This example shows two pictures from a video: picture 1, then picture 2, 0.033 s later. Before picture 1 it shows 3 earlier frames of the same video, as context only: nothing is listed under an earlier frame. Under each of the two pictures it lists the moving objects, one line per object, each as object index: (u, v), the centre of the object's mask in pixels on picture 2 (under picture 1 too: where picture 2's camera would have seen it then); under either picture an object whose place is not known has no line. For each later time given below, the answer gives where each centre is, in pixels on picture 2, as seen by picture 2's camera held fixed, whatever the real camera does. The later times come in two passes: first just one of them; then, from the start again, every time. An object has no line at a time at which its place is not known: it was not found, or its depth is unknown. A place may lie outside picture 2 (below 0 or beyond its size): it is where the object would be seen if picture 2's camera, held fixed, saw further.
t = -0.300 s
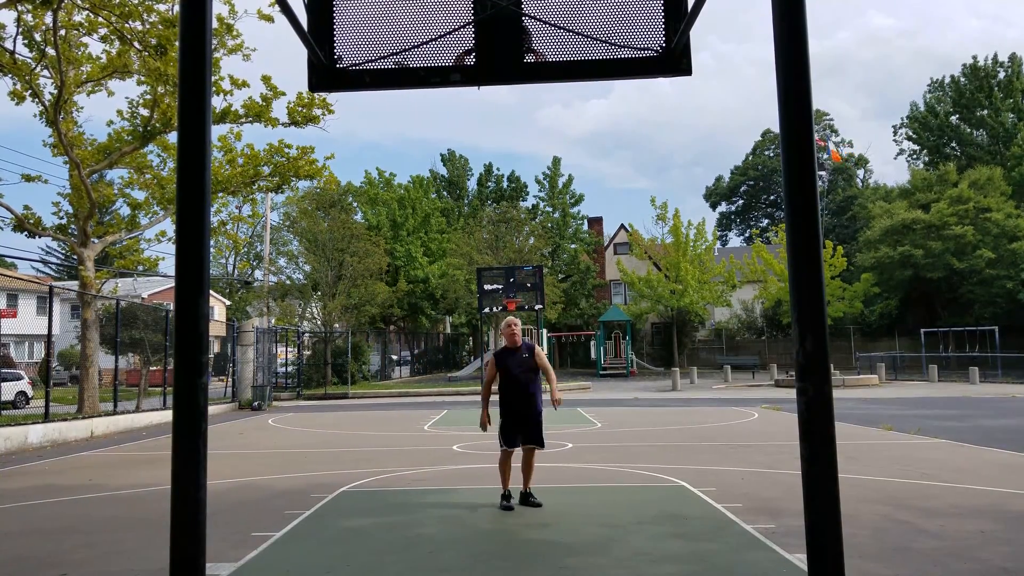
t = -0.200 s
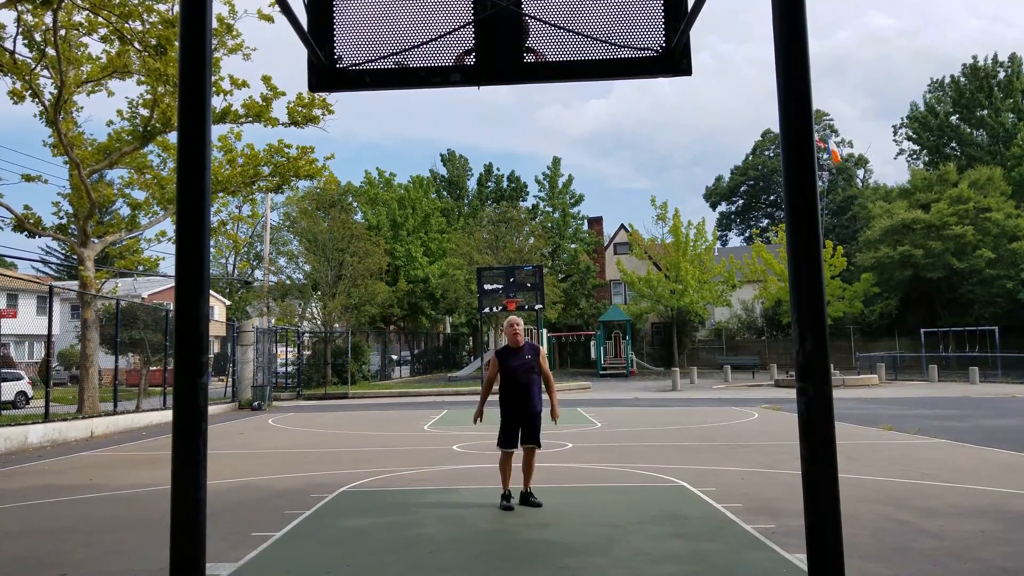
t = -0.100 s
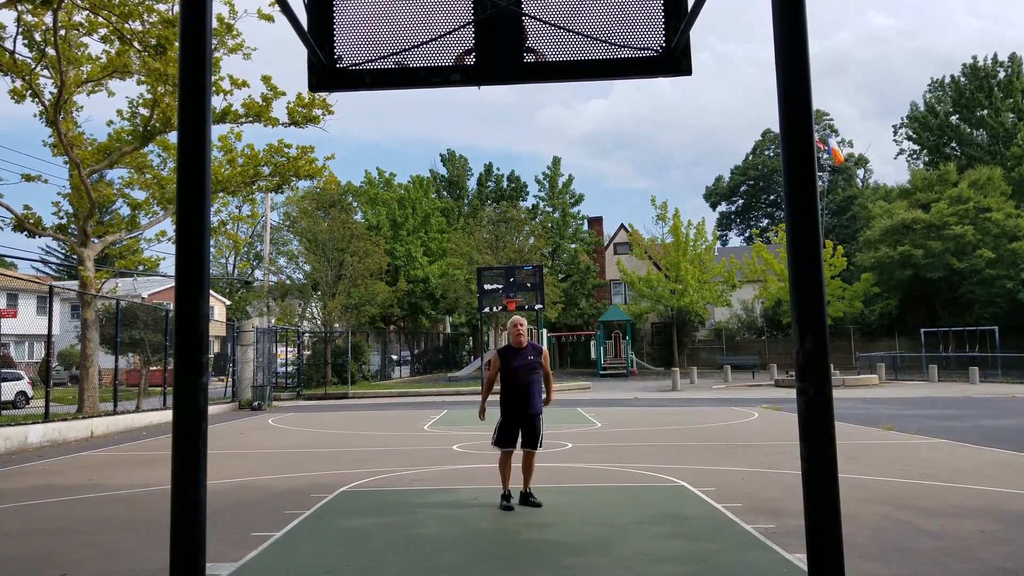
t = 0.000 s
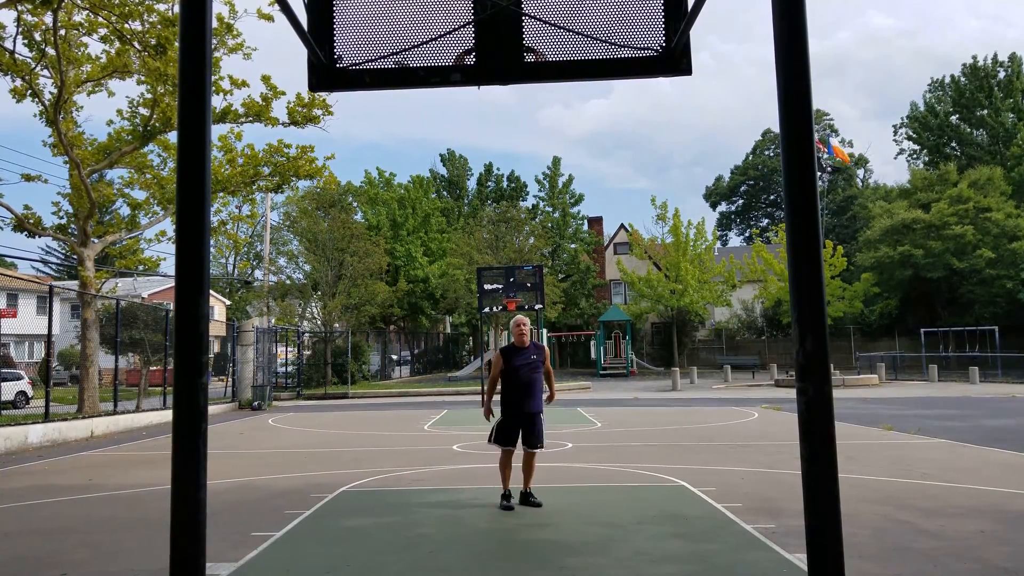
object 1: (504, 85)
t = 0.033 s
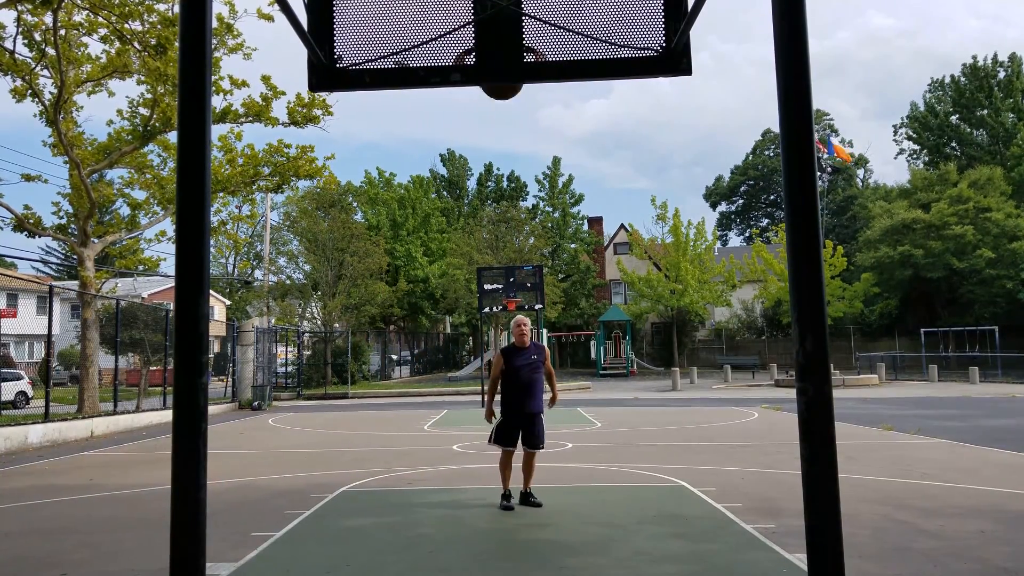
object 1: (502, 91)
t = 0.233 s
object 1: (492, 236)
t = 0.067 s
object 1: (500, 99)
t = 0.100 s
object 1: (499, 113)
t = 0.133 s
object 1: (497, 137)
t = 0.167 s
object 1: (495, 165)
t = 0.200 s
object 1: (494, 198)
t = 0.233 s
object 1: (492, 236)
